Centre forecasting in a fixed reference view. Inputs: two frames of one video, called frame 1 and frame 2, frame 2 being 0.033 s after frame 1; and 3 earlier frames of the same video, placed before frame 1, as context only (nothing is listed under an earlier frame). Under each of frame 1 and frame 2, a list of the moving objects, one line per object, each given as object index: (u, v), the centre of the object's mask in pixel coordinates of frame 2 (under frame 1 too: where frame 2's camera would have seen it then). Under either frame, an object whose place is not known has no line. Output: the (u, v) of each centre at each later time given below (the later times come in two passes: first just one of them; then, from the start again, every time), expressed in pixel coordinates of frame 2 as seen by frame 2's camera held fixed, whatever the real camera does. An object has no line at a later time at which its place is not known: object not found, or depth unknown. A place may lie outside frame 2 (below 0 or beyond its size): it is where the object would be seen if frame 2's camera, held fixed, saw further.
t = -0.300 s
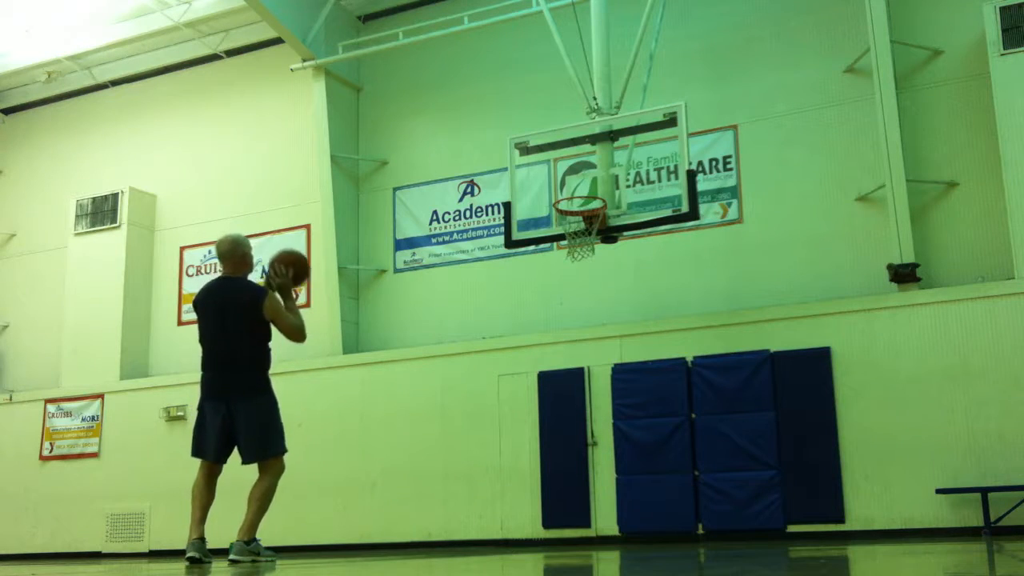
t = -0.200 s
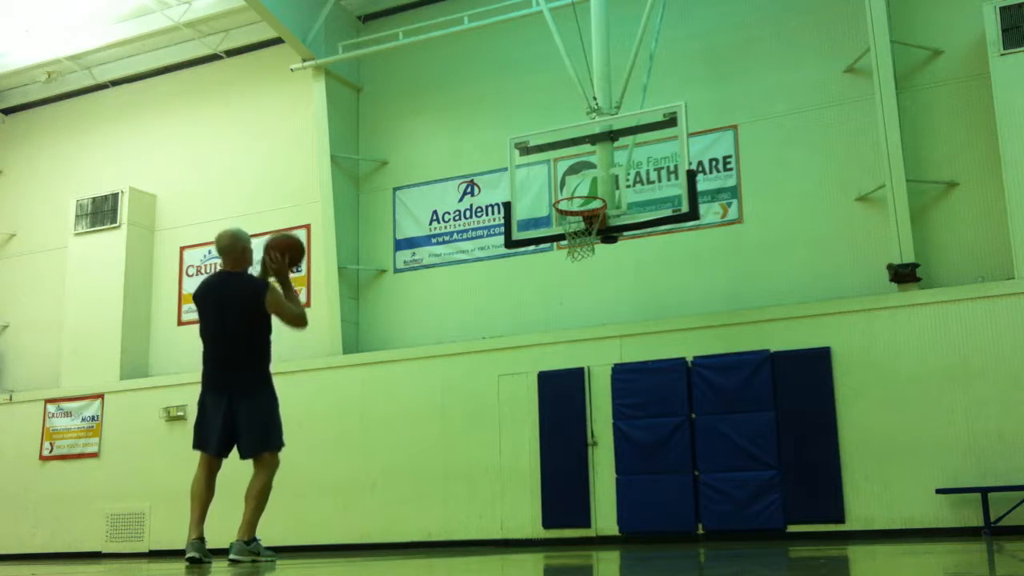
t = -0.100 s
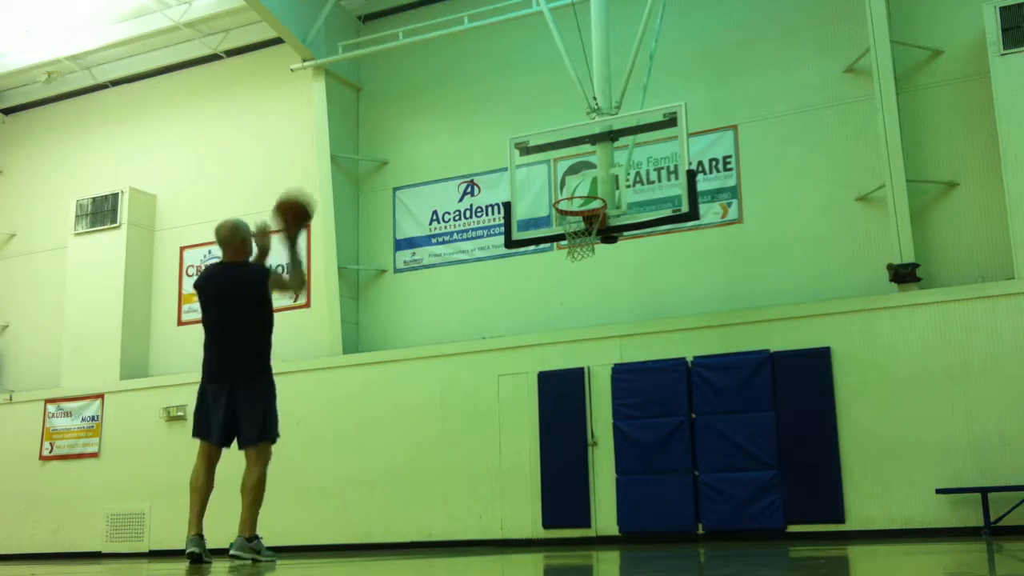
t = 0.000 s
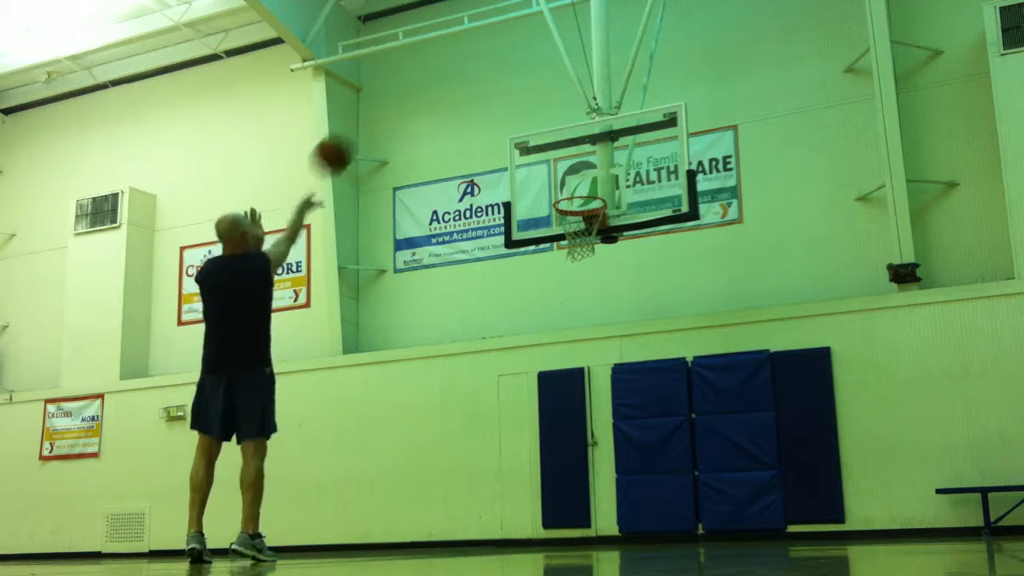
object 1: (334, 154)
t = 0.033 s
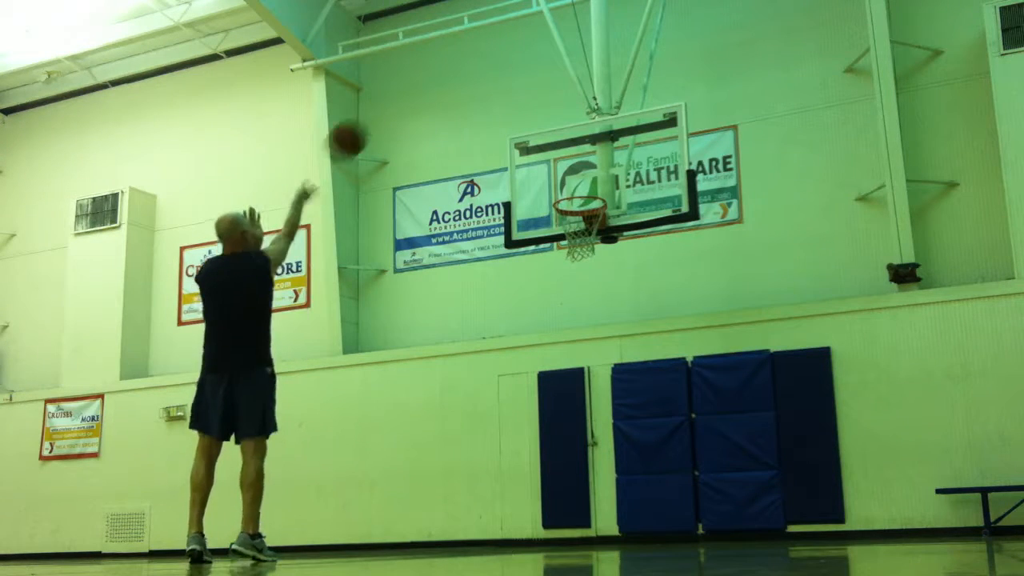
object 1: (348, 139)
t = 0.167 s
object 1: (400, 97)
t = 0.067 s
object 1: (361, 126)
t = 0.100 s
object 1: (375, 114)
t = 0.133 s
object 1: (387, 105)
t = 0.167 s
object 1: (400, 97)
